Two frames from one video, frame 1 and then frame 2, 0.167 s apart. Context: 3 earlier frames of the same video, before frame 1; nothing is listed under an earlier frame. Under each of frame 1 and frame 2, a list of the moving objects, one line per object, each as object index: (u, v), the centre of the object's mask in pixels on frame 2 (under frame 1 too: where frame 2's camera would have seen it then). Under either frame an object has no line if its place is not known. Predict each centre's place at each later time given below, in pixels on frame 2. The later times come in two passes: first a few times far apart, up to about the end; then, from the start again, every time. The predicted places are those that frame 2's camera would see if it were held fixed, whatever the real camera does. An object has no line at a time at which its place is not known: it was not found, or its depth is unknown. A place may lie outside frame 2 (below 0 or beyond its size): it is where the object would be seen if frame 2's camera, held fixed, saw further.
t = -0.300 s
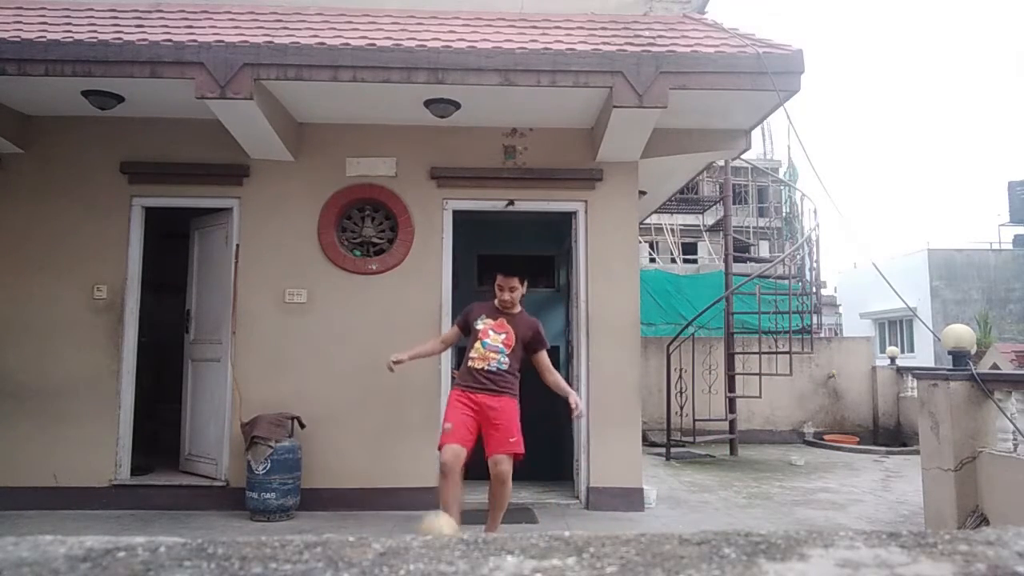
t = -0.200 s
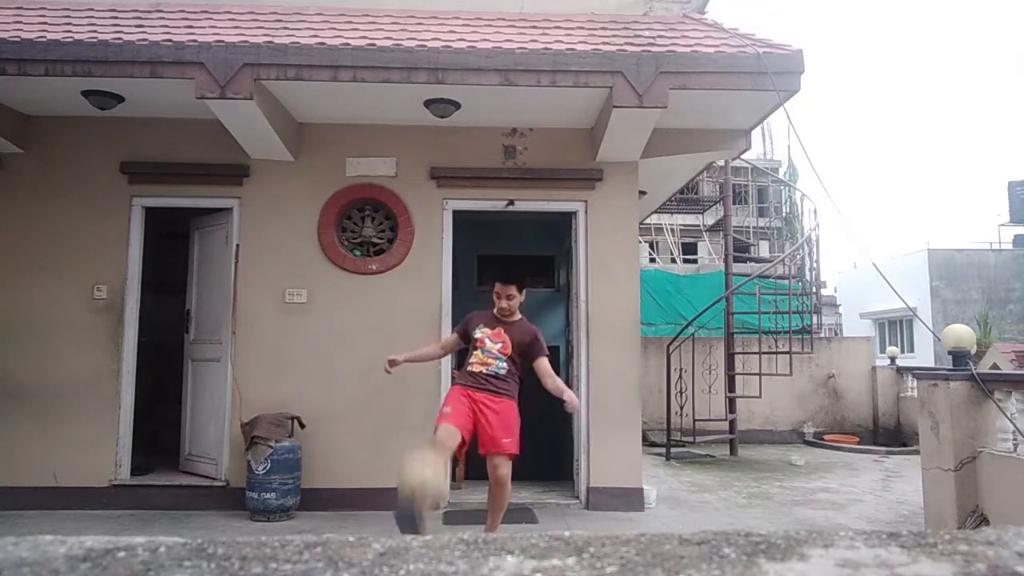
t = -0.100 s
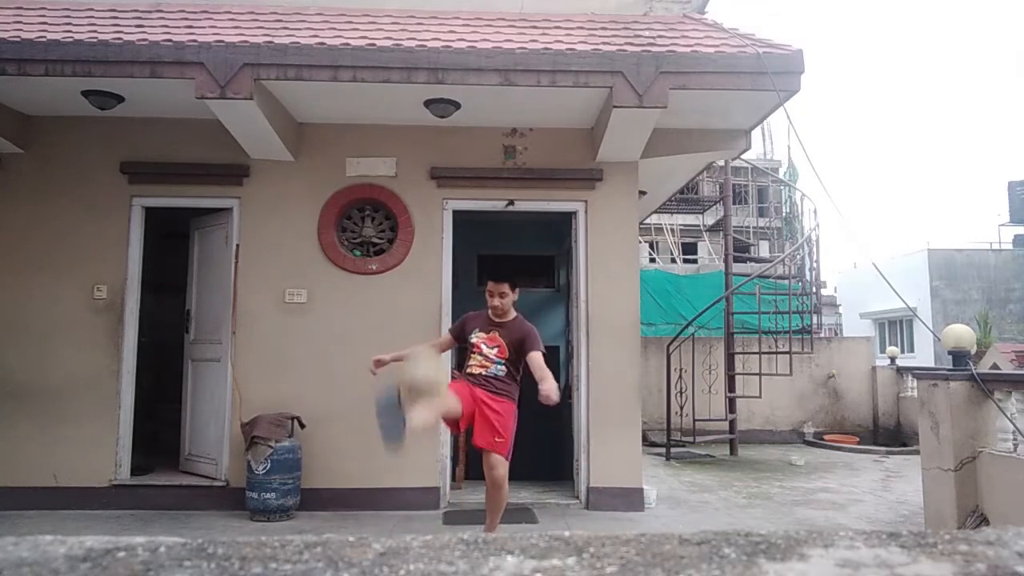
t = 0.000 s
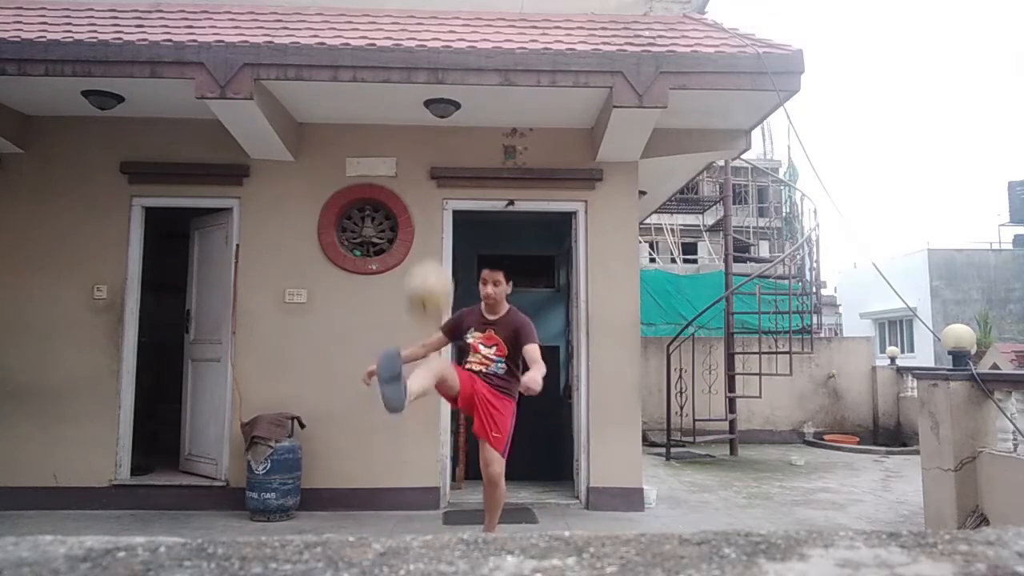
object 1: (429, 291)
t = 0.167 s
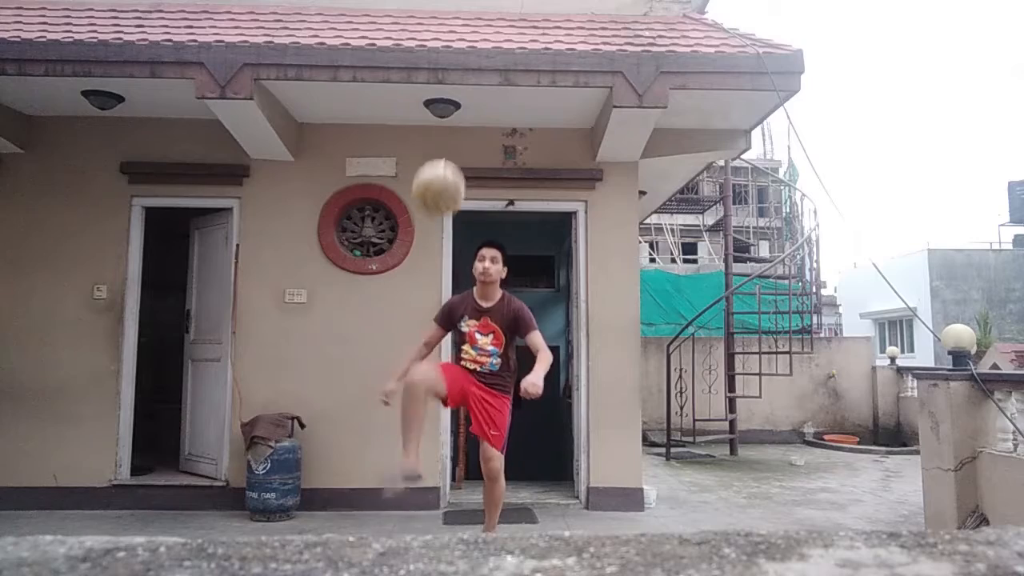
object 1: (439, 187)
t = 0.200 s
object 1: (441, 173)
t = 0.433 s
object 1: (453, 147)
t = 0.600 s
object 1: (463, 208)
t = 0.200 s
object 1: (441, 173)
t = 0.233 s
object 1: (443, 162)
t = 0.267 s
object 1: (444, 155)
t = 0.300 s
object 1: (446, 148)
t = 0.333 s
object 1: (448, 143)
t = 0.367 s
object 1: (450, 143)
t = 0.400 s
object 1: (451, 143)
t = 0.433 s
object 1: (453, 147)
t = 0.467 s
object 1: (455, 153)
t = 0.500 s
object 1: (456, 161)
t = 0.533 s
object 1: (458, 173)
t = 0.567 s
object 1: (461, 190)
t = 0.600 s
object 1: (463, 208)
